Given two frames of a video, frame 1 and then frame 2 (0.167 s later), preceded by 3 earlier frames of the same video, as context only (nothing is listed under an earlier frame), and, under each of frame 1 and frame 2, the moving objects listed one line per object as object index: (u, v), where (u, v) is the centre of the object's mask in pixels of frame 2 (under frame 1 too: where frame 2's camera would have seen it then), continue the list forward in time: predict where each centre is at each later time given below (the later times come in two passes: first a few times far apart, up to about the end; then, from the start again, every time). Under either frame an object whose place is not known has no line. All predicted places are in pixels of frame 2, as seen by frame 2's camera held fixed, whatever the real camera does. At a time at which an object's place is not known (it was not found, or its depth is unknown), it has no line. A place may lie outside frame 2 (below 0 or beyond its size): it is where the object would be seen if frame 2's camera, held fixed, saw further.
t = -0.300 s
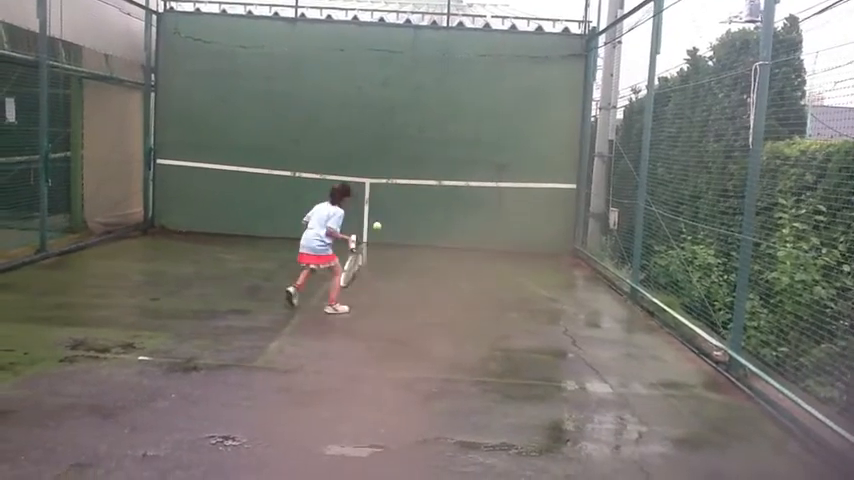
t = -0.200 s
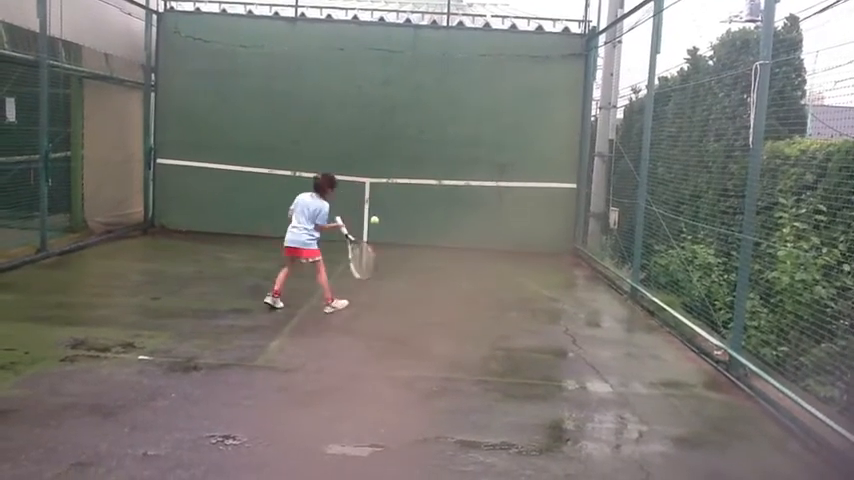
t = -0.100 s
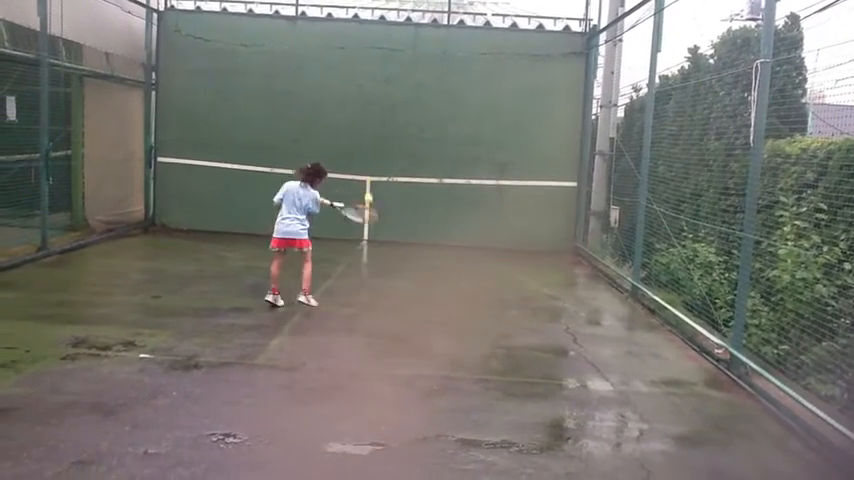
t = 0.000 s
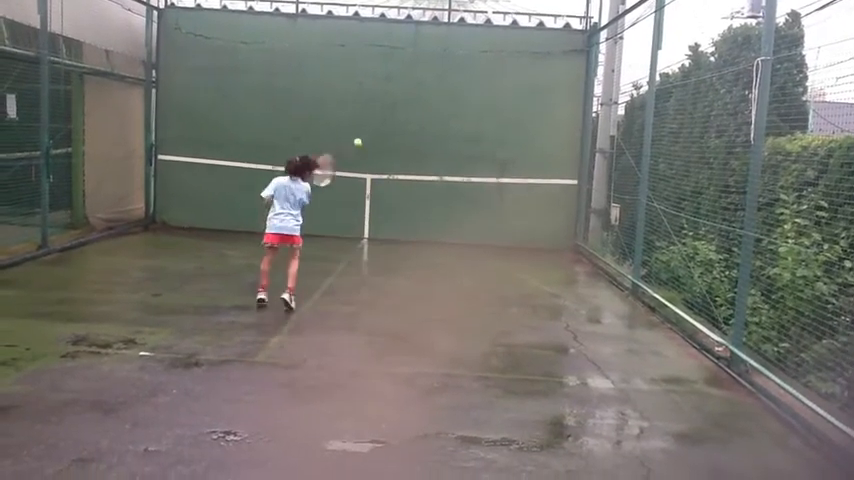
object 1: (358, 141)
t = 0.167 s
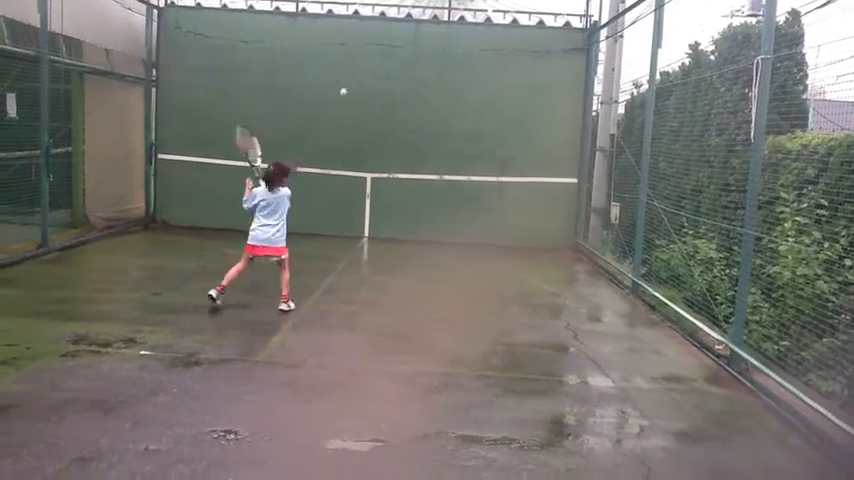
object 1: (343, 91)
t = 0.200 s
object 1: (341, 86)
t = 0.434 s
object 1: (327, 78)
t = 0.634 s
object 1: (298, 84)
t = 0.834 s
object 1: (261, 127)
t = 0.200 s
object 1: (341, 86)
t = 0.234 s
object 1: (338, 82)
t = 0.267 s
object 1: (337, 79)
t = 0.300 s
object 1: (334, 77)
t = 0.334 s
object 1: (332, 76)
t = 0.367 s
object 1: (331, 77)
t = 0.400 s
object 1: (329, 77)
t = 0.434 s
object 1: (327, 78)
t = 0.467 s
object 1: (323, 77)
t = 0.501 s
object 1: (318, 76)
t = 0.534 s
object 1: (313, 77)
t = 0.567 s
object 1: (308, 78)
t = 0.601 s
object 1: (302, 81)
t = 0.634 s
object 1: (298, 84)
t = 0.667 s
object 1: (292, 88)
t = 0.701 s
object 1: (286, 93)
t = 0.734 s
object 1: (280, 100)
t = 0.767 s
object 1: (274, 107)
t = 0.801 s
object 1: (267, 116)
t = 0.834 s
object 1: (261, 127)
